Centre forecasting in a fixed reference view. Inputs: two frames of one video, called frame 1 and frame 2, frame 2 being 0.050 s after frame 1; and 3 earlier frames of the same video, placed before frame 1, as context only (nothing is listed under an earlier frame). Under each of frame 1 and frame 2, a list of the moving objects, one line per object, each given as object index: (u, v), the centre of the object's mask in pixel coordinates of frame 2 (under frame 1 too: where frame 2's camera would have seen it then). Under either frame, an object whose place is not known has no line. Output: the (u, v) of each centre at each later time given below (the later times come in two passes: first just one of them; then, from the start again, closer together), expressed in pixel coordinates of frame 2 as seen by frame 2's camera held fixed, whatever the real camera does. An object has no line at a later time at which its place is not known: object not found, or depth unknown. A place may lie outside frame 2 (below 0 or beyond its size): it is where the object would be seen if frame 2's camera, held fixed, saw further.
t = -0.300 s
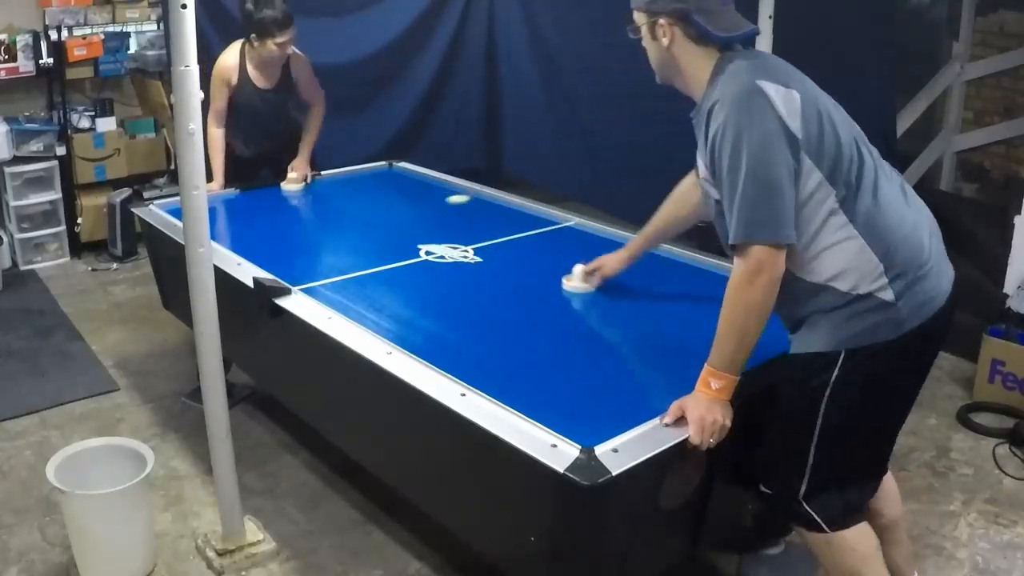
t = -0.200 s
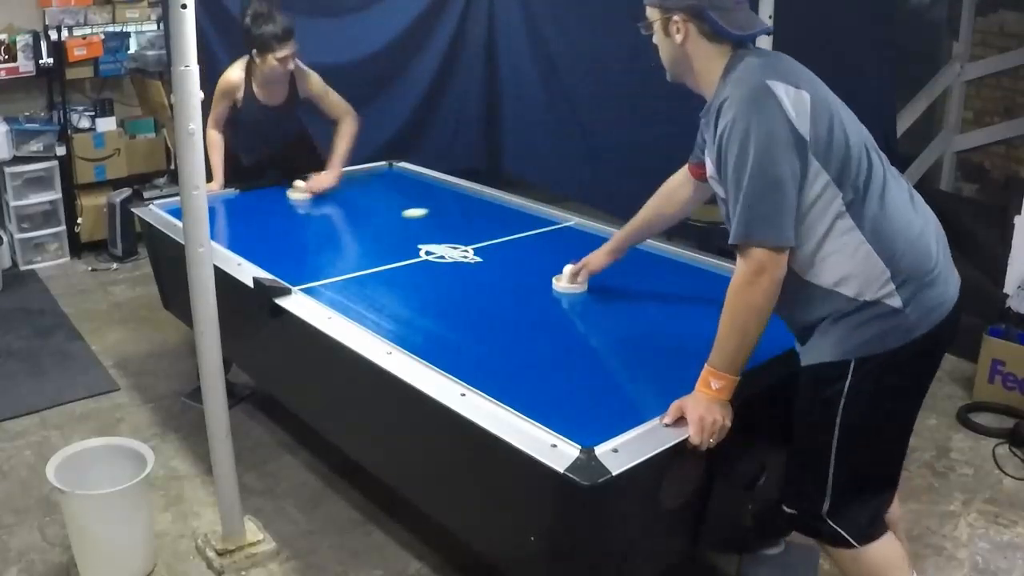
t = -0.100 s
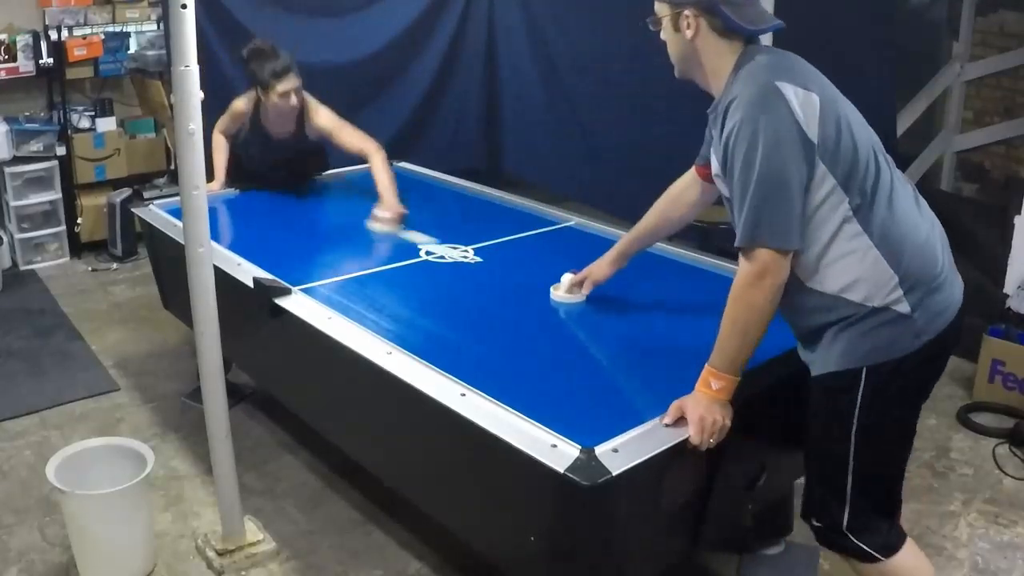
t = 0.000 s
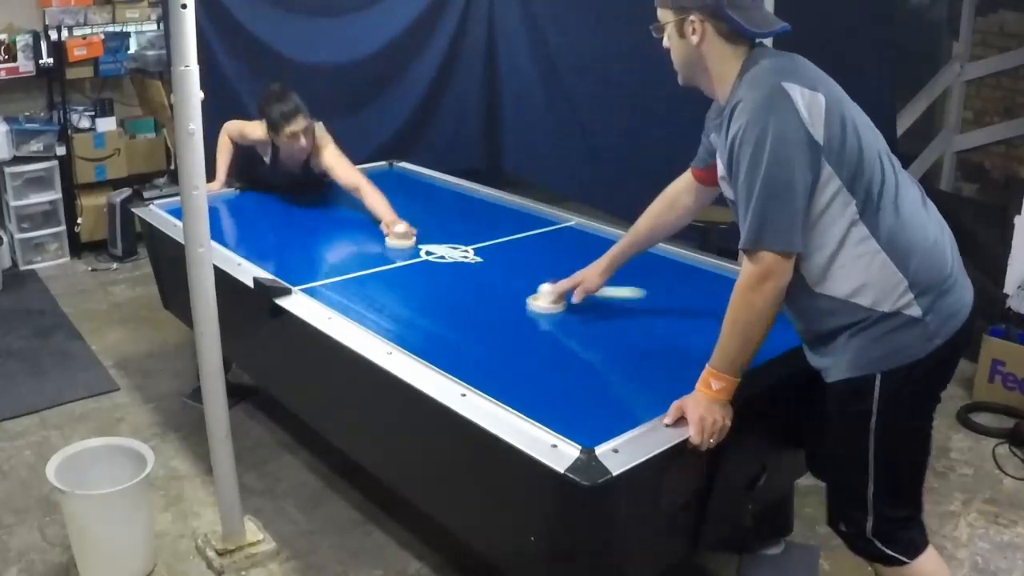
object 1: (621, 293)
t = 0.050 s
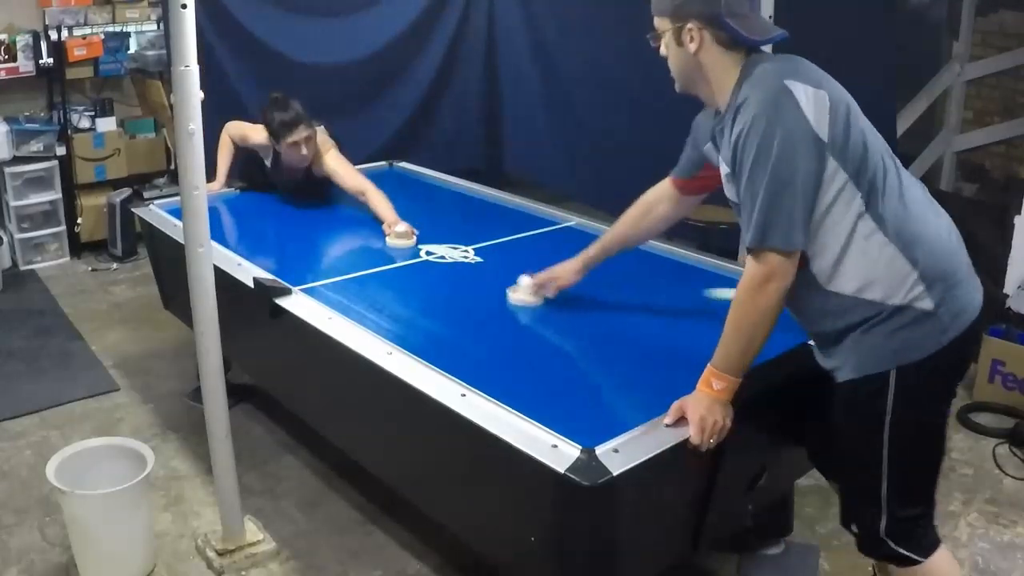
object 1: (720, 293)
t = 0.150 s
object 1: (788, 333)
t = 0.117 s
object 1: (798, 323)
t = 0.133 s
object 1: (799, 332)
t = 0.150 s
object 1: (788, 333)
